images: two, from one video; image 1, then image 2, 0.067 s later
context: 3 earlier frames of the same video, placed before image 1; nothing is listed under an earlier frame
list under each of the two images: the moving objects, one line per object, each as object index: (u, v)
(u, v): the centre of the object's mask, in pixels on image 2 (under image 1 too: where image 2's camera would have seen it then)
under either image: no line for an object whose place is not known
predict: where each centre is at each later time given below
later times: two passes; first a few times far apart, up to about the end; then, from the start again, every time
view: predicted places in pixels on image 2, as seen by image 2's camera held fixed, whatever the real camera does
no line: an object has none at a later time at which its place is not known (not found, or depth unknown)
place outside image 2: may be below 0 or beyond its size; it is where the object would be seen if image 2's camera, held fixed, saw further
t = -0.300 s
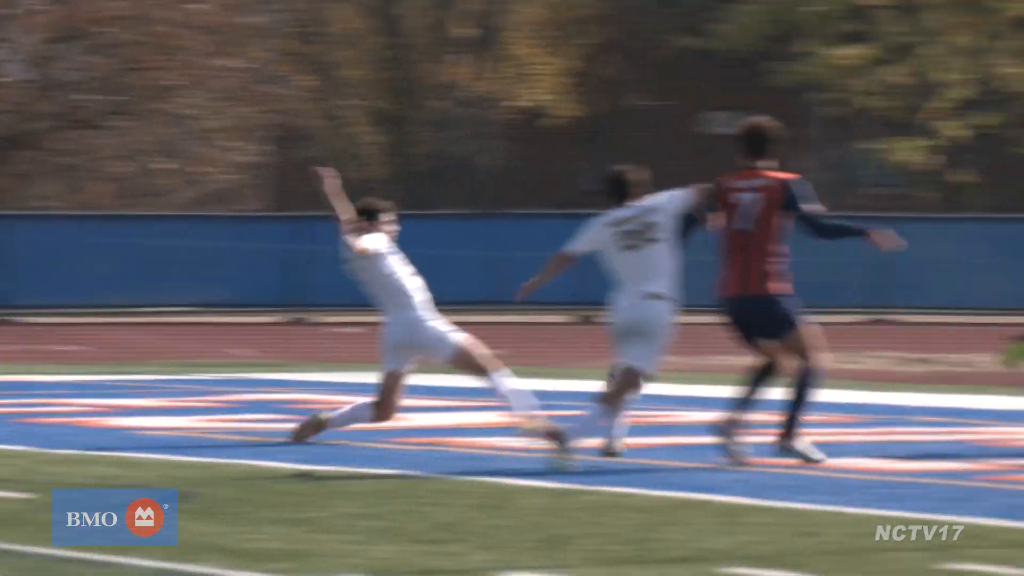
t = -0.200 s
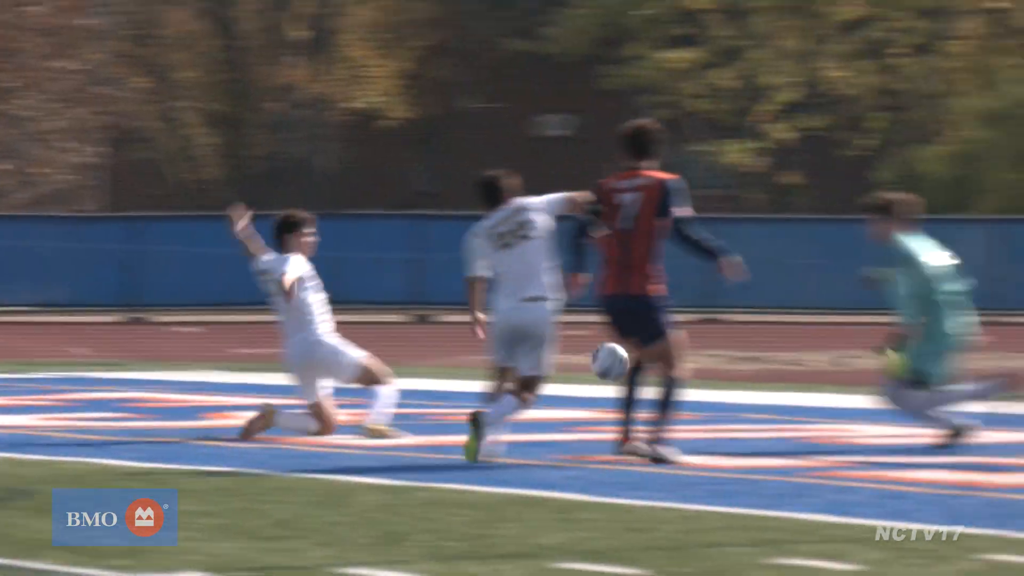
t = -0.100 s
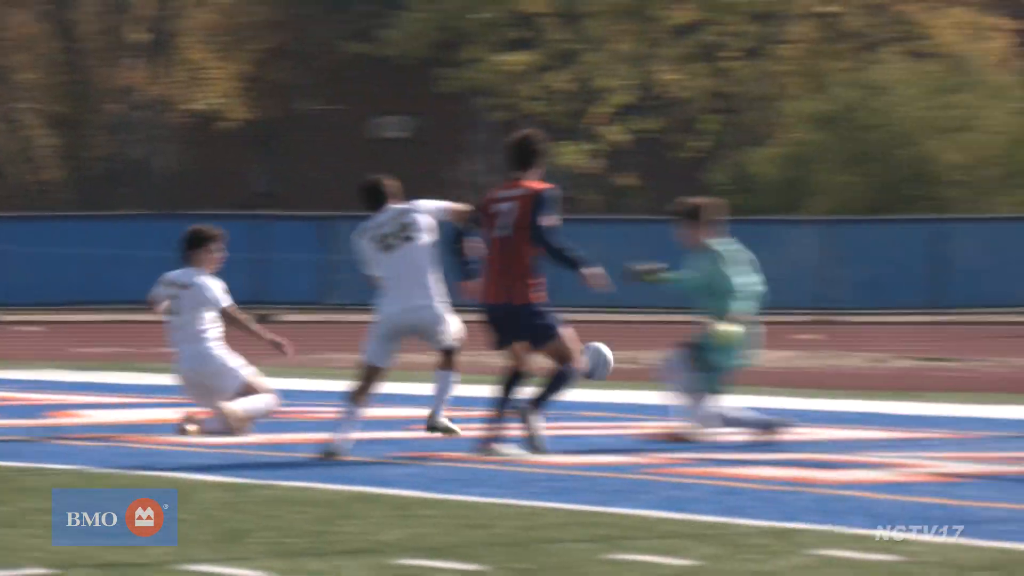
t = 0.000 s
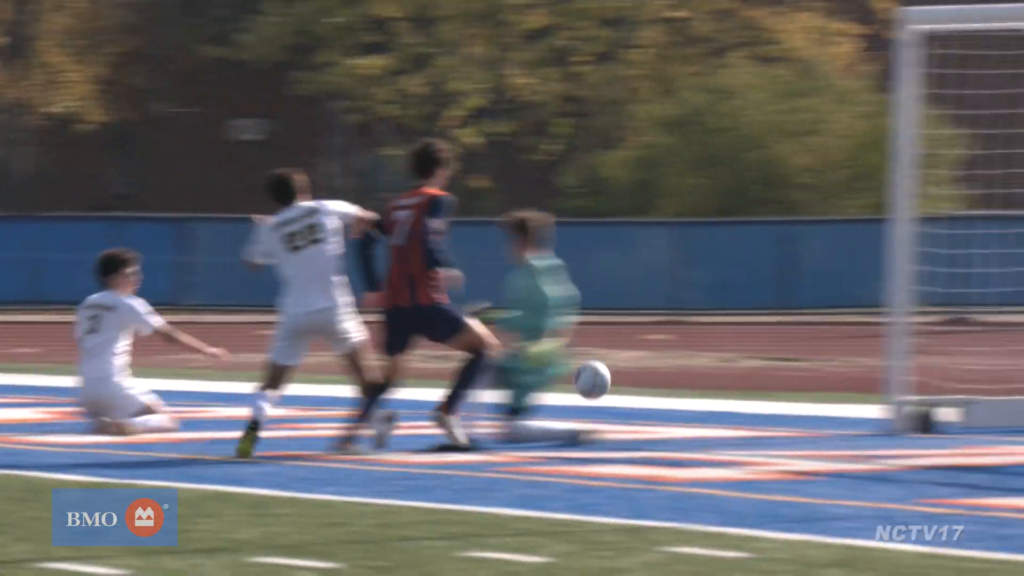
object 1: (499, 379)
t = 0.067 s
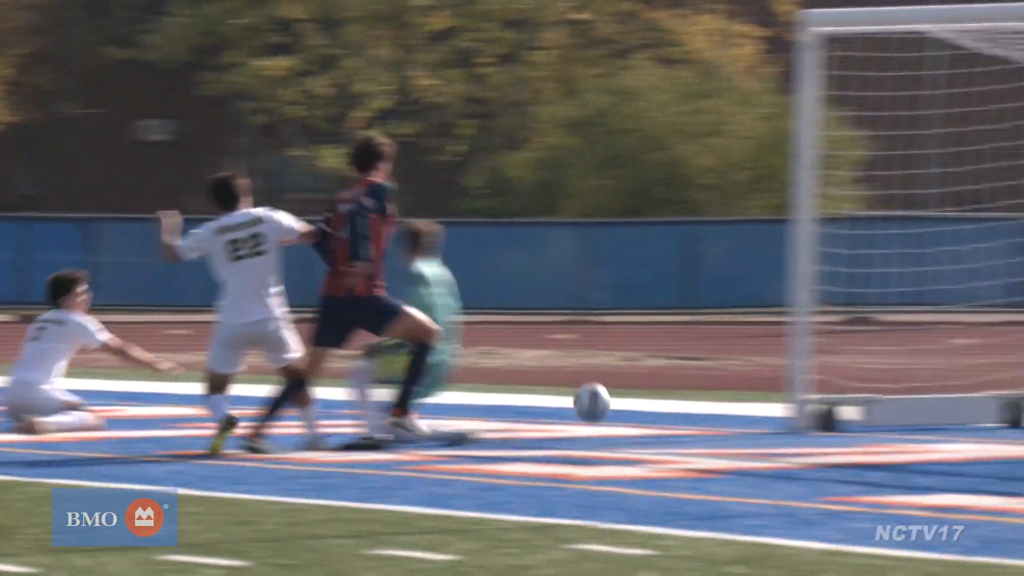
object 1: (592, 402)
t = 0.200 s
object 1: (749, 399)
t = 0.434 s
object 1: (1003, 410)
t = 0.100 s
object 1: (639, 418)
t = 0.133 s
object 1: (678, 415)
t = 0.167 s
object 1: (714, 406)
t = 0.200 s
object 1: (749, 399)
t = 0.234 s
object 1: (784, 394)
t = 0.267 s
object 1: (820, 393)
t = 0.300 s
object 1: (855, 392)
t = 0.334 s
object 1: (892, 393)
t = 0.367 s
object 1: (928, 397)
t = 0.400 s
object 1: (965, 402)
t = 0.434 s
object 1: (1003, 410)
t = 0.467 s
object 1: (1039, 421)
